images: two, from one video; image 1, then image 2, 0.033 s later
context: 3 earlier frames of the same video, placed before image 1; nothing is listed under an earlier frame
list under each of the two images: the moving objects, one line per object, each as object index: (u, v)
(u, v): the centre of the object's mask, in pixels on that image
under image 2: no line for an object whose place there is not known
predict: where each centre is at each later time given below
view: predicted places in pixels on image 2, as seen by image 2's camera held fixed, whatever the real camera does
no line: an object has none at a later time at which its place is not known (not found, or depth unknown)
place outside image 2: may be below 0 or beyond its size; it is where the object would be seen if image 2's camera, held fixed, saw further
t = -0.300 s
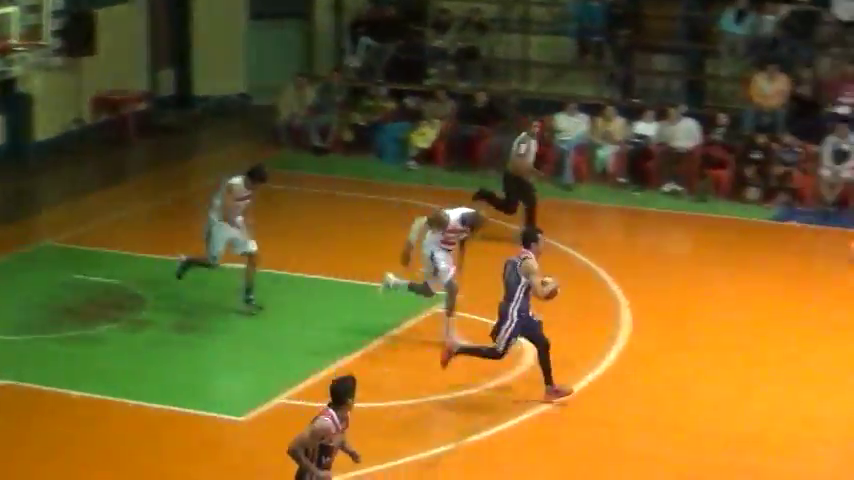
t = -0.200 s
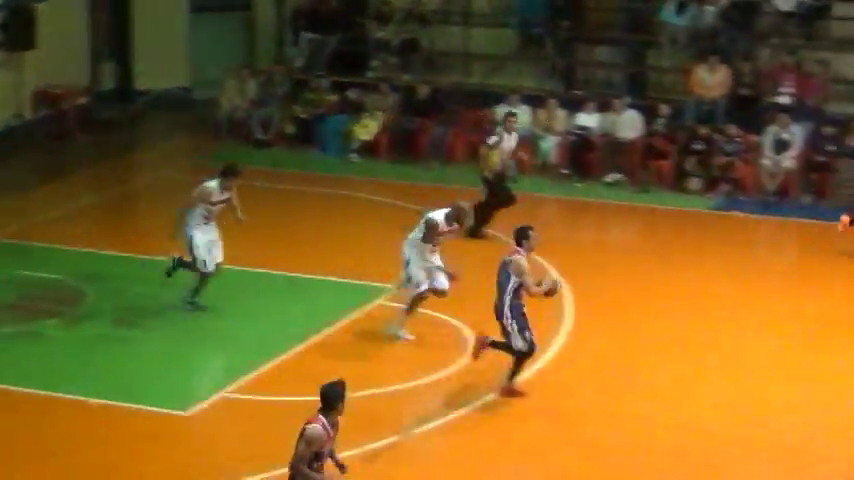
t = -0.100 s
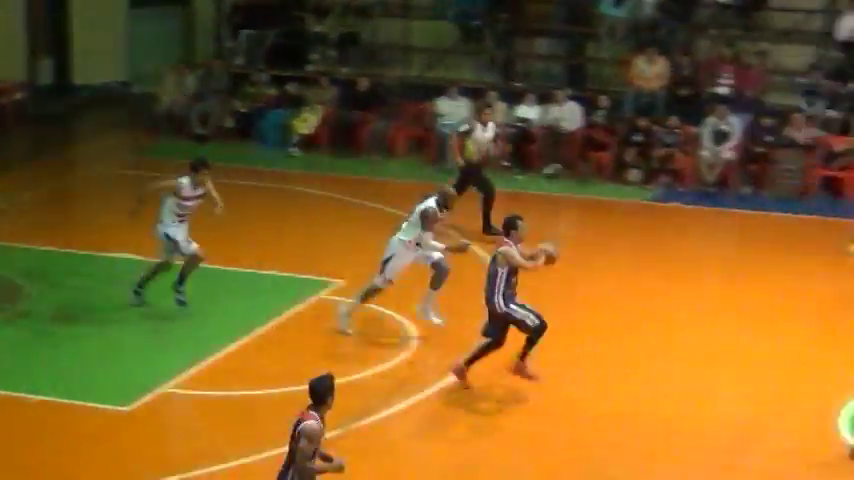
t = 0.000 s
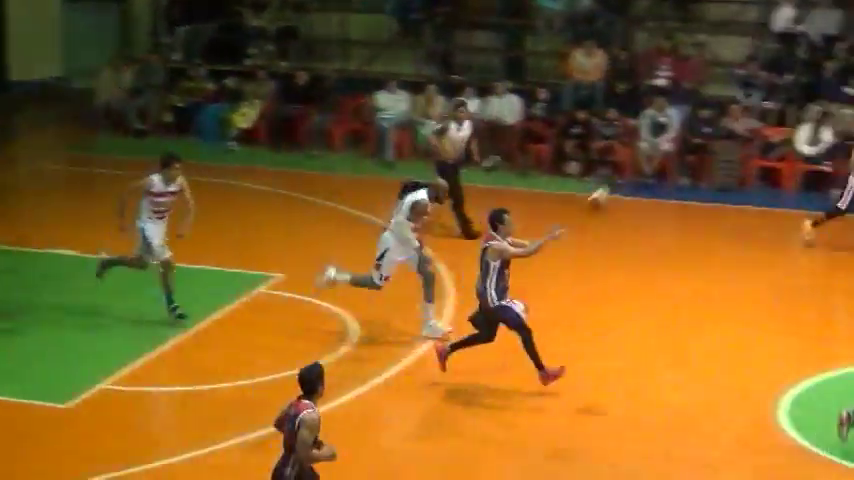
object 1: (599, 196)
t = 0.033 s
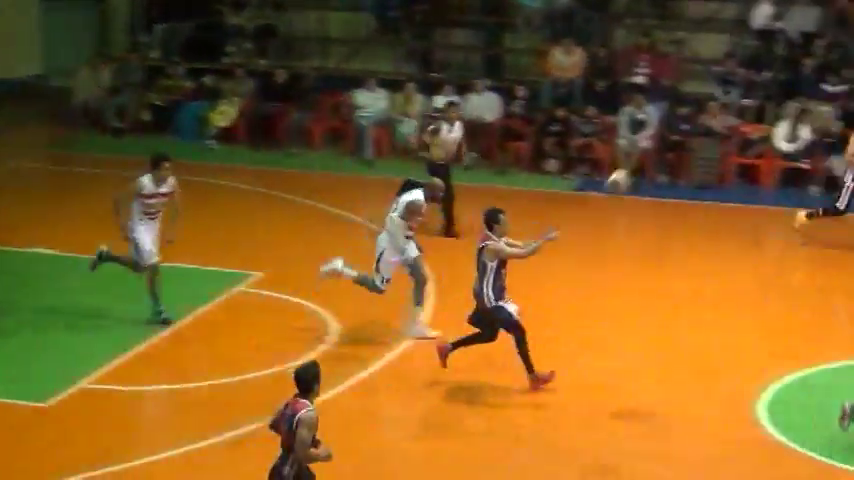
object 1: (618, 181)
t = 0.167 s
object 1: (787, 133)
